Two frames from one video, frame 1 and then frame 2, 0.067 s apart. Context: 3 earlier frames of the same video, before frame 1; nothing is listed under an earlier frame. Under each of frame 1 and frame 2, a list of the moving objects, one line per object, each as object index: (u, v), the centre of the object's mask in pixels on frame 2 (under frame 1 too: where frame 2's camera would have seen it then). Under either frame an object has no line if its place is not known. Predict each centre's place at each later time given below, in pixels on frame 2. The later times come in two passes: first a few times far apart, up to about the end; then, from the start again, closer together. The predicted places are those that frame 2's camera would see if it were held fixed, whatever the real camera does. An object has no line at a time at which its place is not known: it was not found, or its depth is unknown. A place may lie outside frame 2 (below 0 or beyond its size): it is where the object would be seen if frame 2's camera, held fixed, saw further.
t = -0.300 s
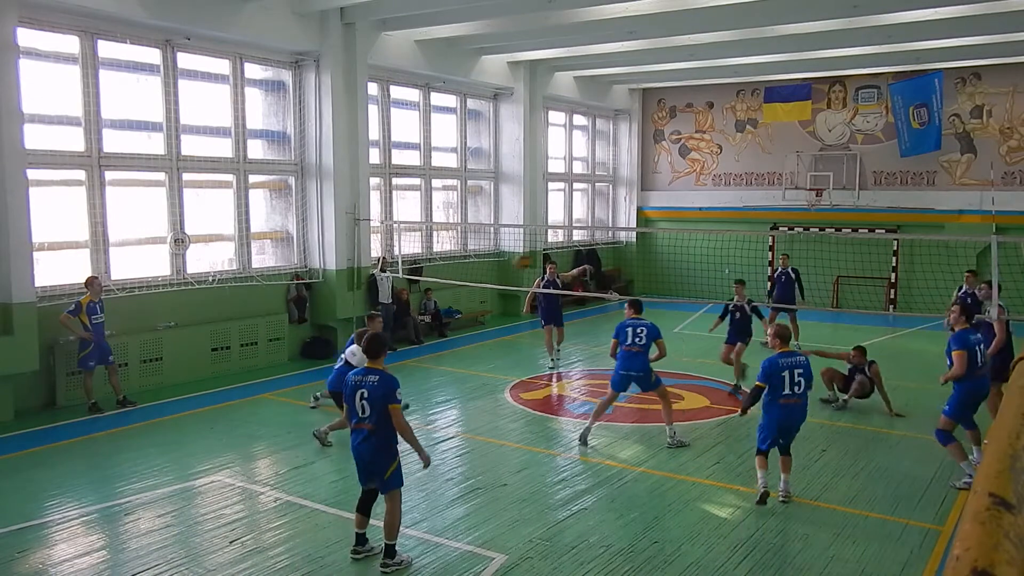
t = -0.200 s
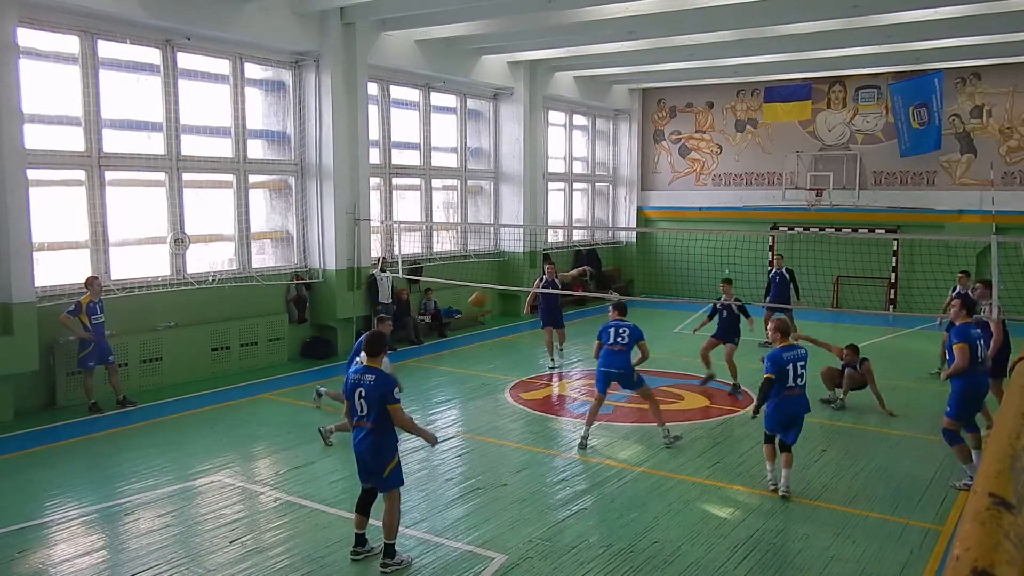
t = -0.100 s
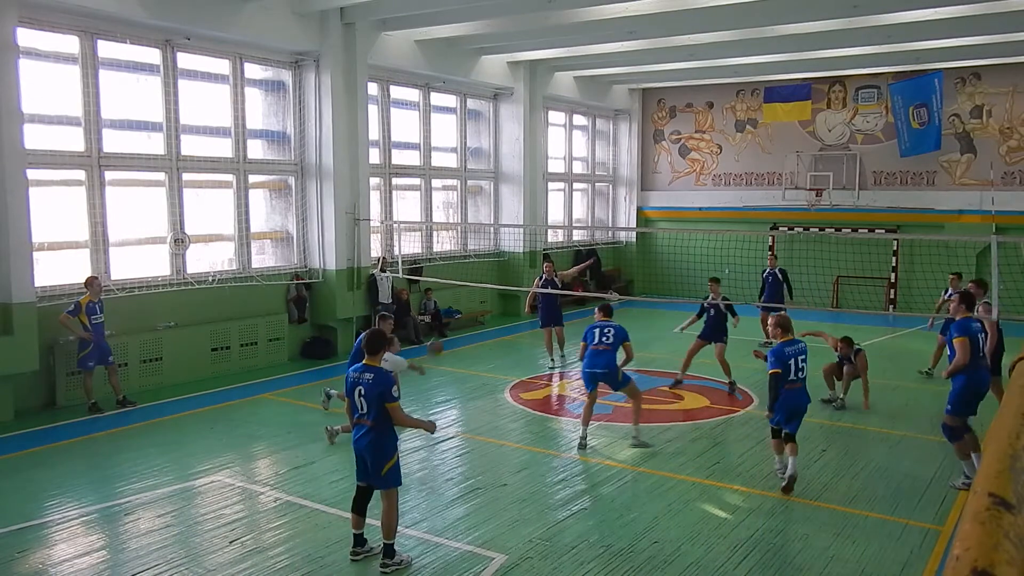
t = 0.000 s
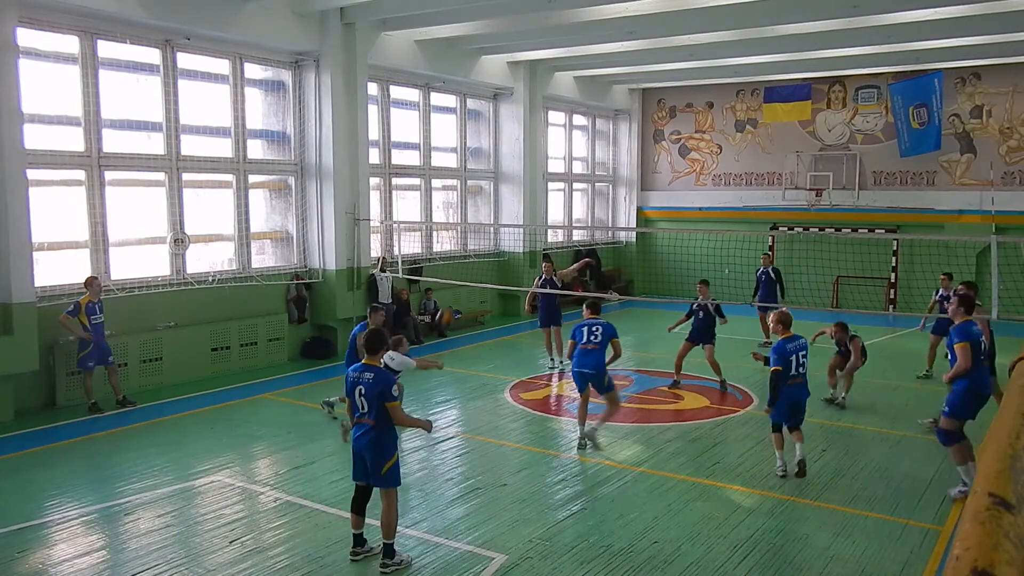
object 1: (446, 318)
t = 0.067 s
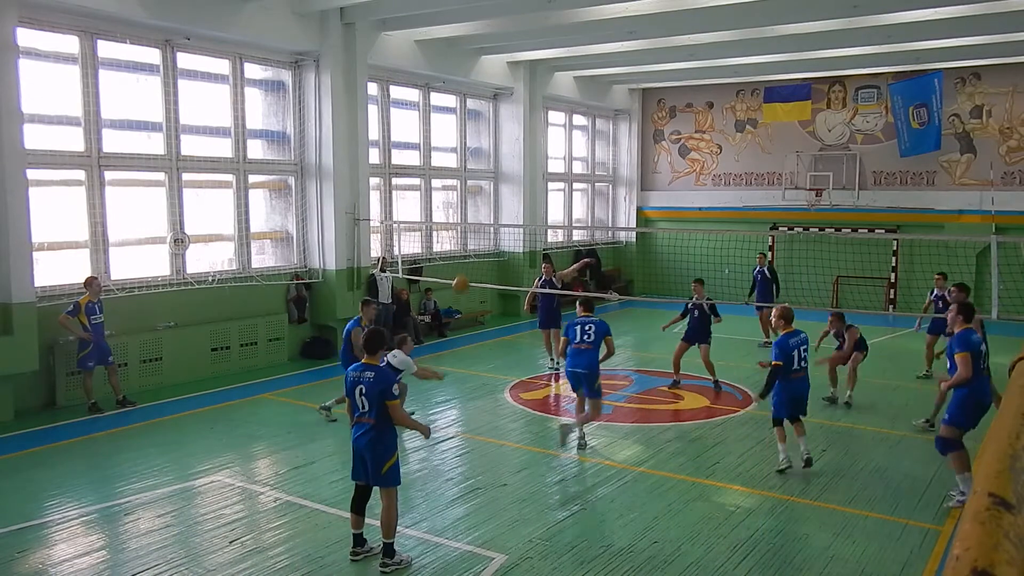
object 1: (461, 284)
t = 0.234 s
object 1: (503, 217)
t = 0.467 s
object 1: (562, 156)
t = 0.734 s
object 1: (630, 139)
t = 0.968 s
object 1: (689, 171)
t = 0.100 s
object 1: (469, 270)
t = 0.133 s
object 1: (478, 255)
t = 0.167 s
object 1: (486, 241)
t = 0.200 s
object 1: (495, 229)
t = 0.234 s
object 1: (503, 217)
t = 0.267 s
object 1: (511, 206)
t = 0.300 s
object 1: (520, 195)
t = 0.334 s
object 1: (529, 186)
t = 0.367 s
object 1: (537, 178)
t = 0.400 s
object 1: (544, 170)
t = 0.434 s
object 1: (553, 162)
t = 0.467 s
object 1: (562, 156)
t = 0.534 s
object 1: (579, 147)
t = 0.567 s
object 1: (588, 143)
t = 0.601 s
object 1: (596, 140)
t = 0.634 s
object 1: (604, 139)
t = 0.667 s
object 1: (613, 138)
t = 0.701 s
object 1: (621, 137)
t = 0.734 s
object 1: (630, 139)
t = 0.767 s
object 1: (638, 141)
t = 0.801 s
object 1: (647, 144)
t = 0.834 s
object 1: (655, 147)
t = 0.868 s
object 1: (663, 152)
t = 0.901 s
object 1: (672, 157)
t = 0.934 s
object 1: (680, 165)
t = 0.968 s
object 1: (689, 171)
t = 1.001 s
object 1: (697, 179)
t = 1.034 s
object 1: (705, 188)
